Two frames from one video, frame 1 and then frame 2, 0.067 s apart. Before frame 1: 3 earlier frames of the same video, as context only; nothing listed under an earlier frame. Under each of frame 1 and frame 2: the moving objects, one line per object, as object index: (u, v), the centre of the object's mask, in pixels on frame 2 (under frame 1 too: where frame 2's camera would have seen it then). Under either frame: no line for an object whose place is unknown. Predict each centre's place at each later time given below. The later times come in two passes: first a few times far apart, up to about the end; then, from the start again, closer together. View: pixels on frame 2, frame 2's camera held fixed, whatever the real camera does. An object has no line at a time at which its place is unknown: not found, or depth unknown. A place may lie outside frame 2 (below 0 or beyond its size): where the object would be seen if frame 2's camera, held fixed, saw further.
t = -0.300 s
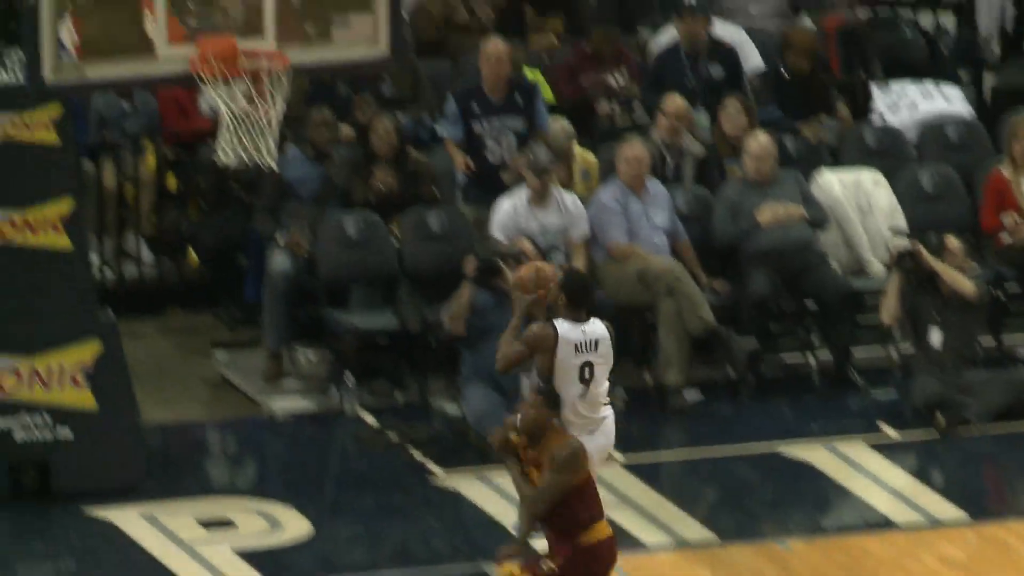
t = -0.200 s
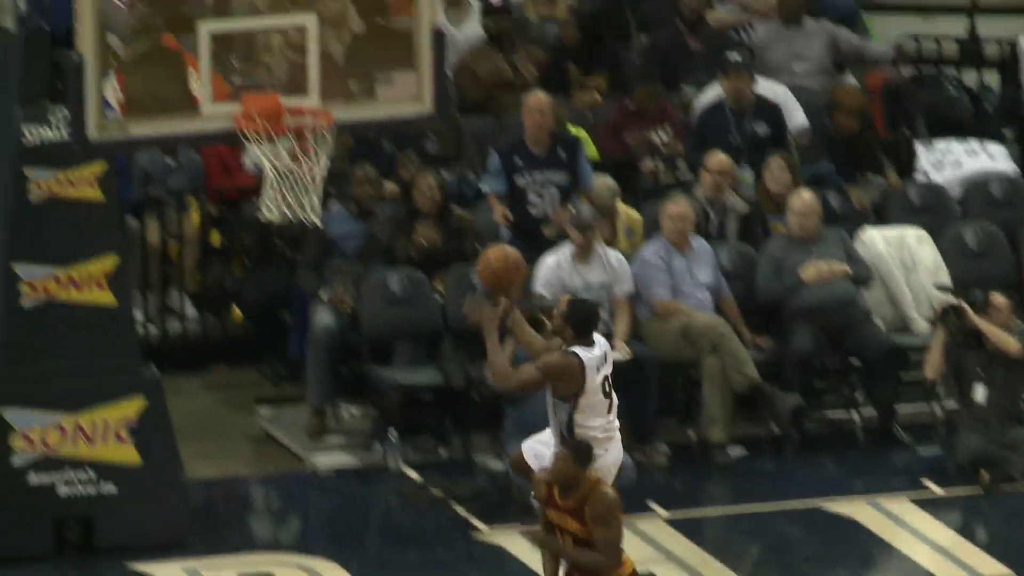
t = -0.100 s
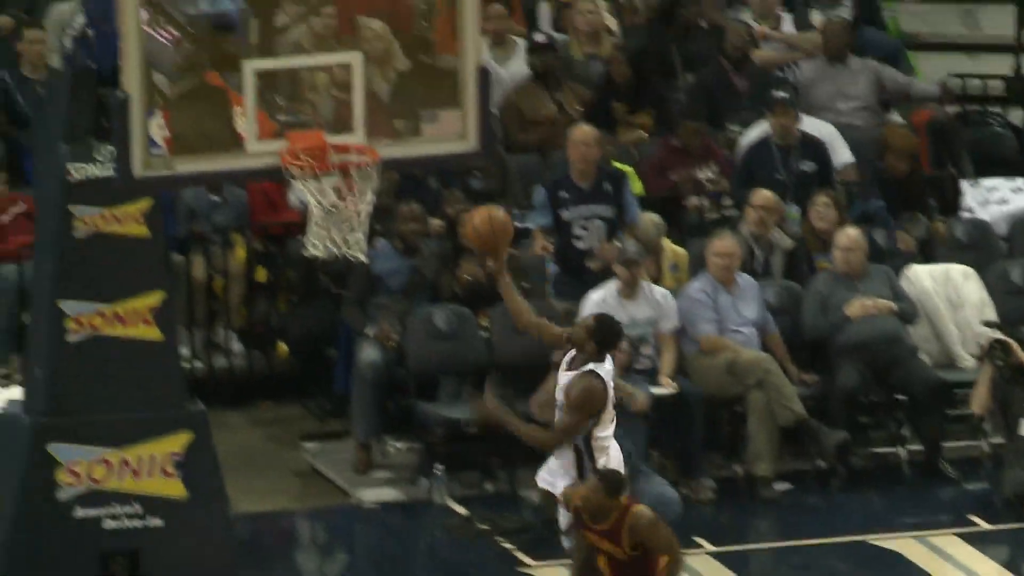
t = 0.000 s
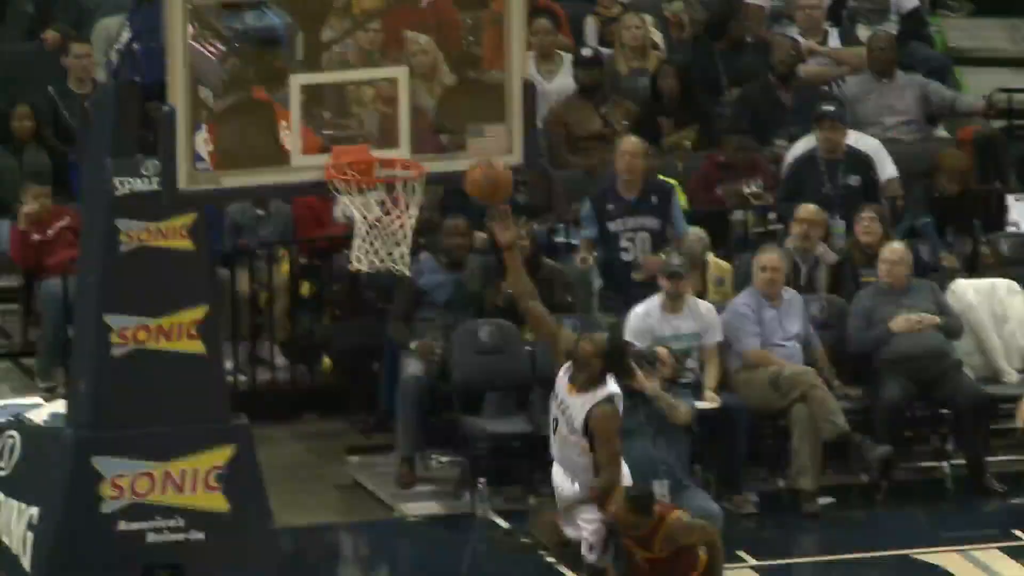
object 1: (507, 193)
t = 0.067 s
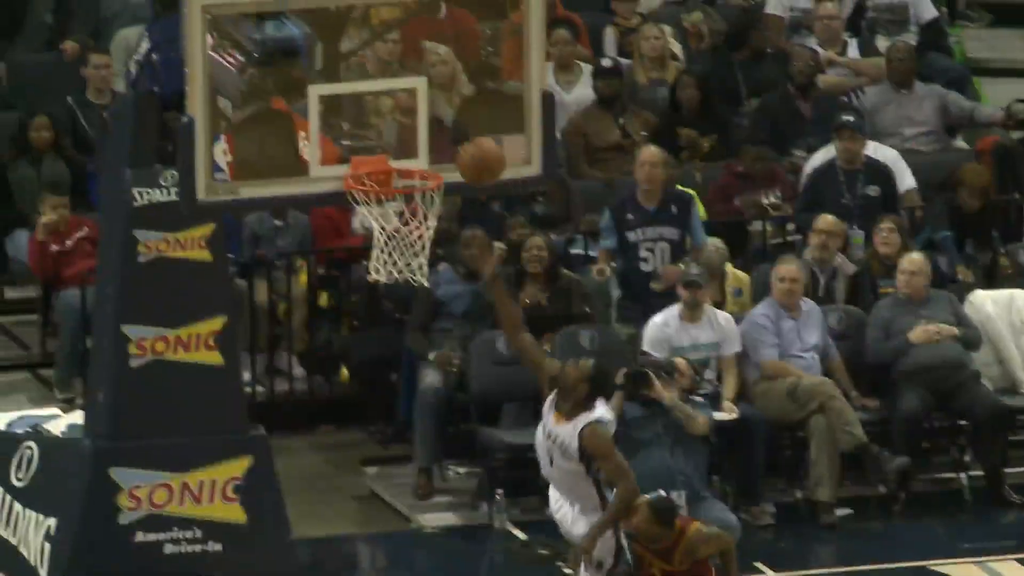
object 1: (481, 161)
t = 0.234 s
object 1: (437, 133)
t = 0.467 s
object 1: (401, 170)
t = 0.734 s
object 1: (367, 231)
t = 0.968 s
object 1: (368, 355)
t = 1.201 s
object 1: (369, 579)
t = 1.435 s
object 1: (370, 654)
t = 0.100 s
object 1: (468, 149)
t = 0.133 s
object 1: (454, 141)
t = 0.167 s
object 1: (444, 133)
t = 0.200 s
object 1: (440, 132)
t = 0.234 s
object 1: (437, 133)
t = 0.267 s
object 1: (434, 136)
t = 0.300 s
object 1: (430, 141)
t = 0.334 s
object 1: (428, 149)
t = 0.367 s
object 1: (424, 159)
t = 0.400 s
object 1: (417, 164)
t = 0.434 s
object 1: (409, 167)
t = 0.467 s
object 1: (401, 170)
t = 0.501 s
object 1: (393, 174)
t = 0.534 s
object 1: (386, 182)
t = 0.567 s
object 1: (381, 190)
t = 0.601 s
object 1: (377, 199)
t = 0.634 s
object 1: (374, 206)
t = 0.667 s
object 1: (369, 213)
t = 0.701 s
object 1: (366, 214)
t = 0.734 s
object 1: (367, 231)
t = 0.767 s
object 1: (368, 242)
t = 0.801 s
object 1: (364, 274)
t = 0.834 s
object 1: (366, 282)
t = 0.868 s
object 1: (367, 293)
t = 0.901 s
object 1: (367, 311)
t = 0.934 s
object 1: (368, 332)
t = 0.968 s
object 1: (368, 355)
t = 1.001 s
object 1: (368, 380)
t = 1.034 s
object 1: (368, 406)
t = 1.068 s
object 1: (370, 437)
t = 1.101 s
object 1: (367, 465)
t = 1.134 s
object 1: (370, 503)
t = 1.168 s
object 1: (371, 540)
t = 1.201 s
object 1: (369, 579)
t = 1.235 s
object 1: (370, 622)
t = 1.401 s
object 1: (370, 686)
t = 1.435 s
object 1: (370, 654)
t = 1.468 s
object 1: (370, 622)
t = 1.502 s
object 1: (367, 591)
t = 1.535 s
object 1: (358, 568)
